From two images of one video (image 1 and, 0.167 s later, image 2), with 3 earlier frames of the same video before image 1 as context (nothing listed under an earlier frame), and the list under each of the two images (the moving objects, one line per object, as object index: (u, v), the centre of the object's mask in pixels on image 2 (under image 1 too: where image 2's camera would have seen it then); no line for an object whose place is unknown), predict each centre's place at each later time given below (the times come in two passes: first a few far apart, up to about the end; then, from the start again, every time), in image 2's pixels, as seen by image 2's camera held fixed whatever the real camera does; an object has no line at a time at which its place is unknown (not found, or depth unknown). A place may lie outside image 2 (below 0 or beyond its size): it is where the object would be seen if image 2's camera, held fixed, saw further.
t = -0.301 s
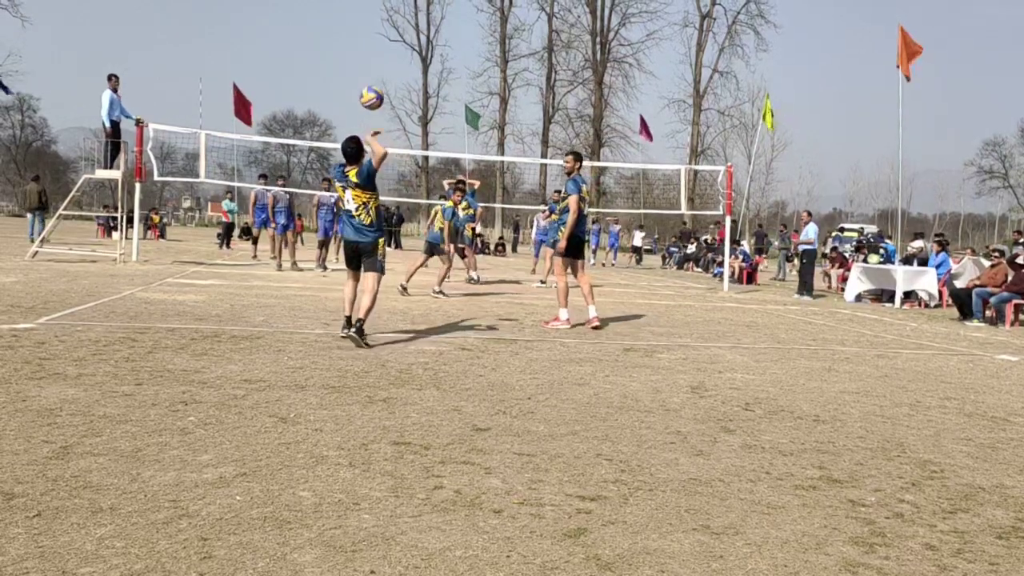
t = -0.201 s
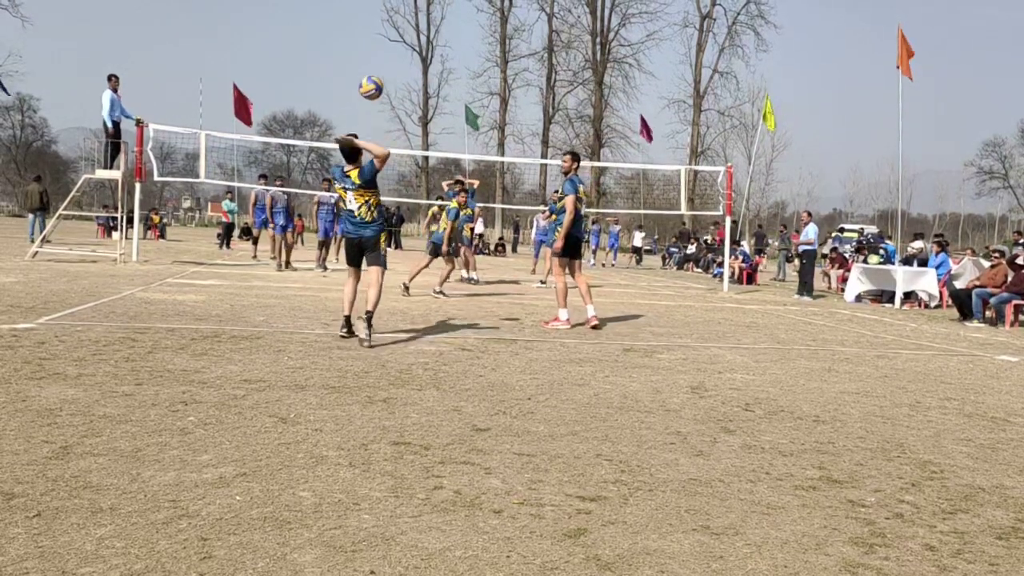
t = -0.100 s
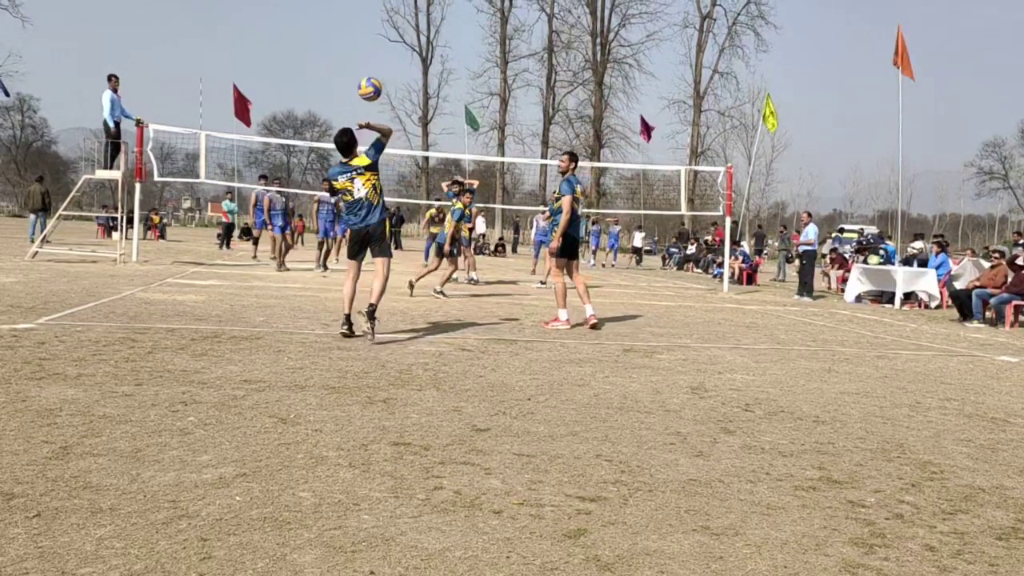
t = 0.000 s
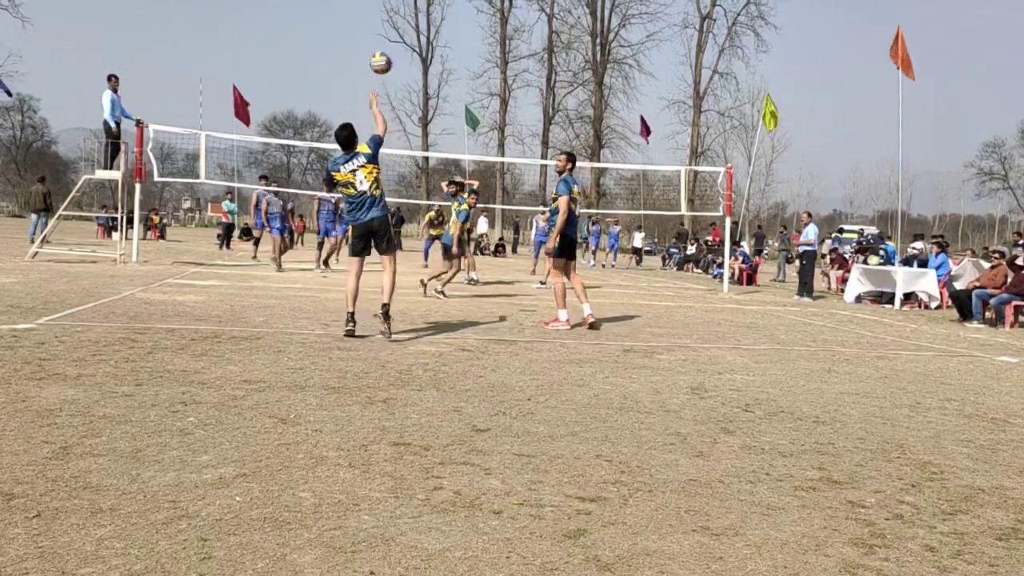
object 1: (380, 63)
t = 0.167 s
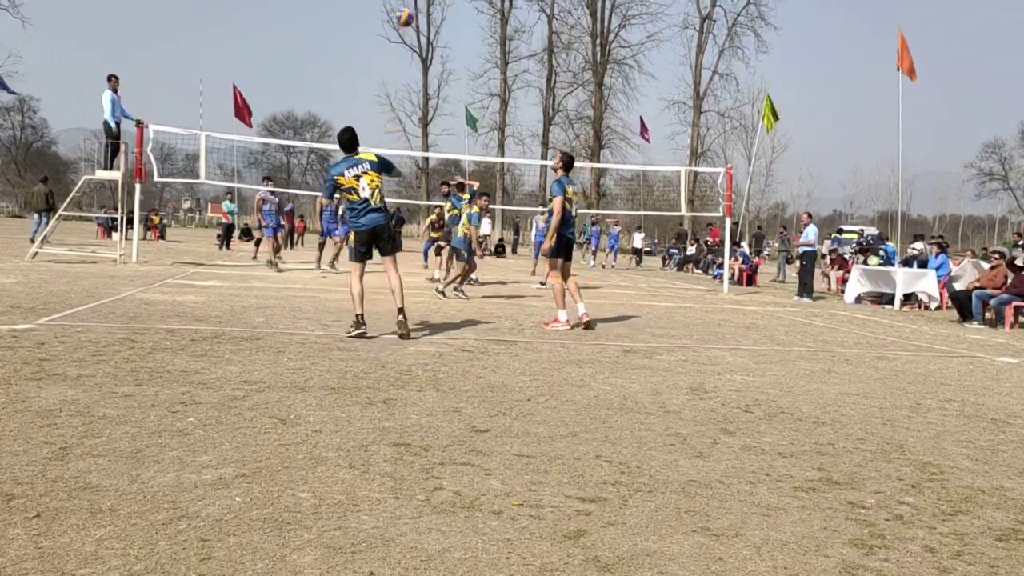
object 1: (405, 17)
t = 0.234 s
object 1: (412, 9)
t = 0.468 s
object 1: (435, 14)
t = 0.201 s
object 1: (408, 14)
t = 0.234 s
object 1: (412, 9)
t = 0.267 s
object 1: (416, 8)
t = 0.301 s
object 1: (420, 6)
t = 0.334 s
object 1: (422, 6)
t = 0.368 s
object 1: (426, 7)
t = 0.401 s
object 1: (429, 8)
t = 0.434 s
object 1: (432, 11)
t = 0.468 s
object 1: (435, 14)
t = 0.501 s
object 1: (437, 19)
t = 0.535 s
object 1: (440, 24)
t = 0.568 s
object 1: (442, 29)
